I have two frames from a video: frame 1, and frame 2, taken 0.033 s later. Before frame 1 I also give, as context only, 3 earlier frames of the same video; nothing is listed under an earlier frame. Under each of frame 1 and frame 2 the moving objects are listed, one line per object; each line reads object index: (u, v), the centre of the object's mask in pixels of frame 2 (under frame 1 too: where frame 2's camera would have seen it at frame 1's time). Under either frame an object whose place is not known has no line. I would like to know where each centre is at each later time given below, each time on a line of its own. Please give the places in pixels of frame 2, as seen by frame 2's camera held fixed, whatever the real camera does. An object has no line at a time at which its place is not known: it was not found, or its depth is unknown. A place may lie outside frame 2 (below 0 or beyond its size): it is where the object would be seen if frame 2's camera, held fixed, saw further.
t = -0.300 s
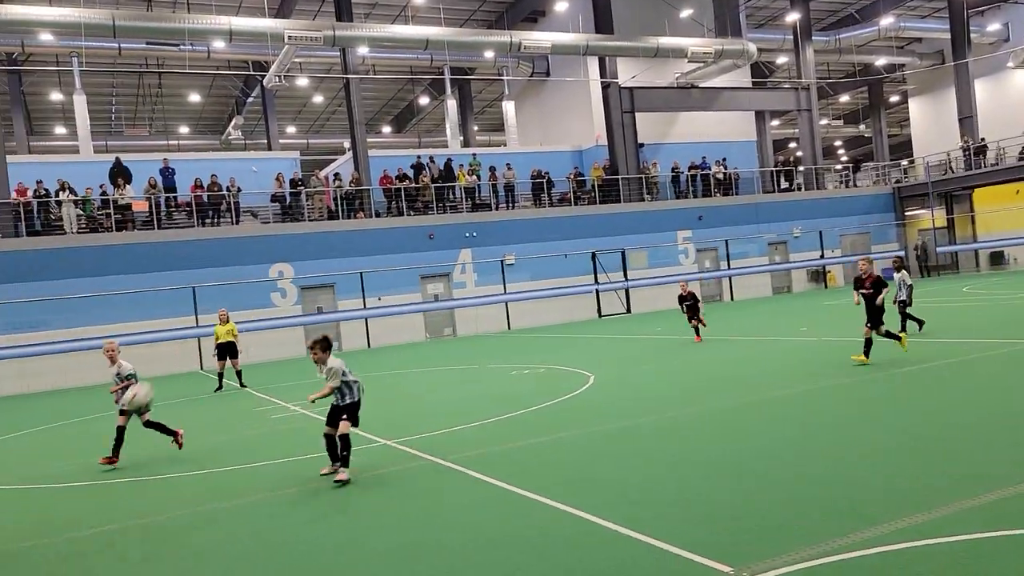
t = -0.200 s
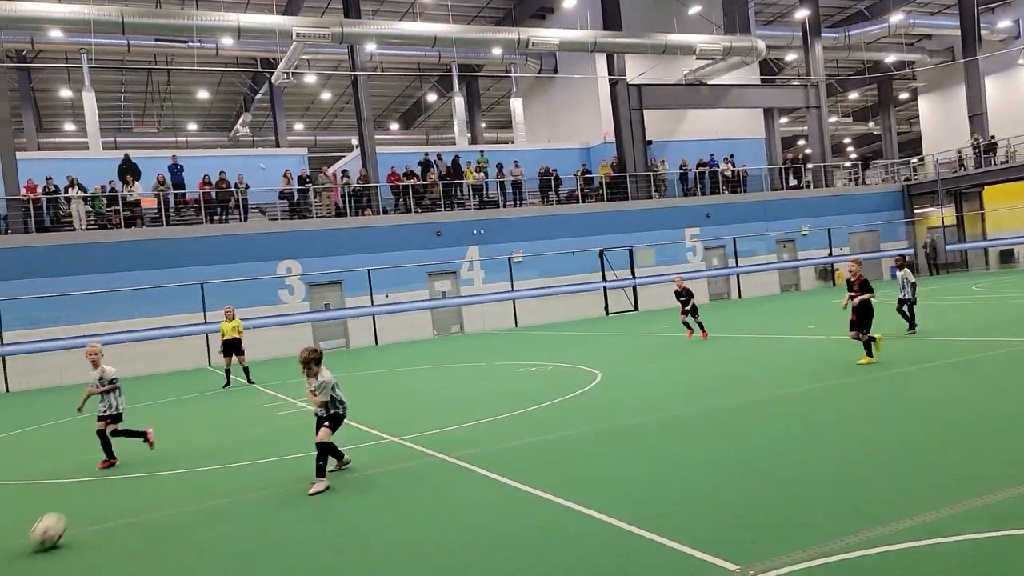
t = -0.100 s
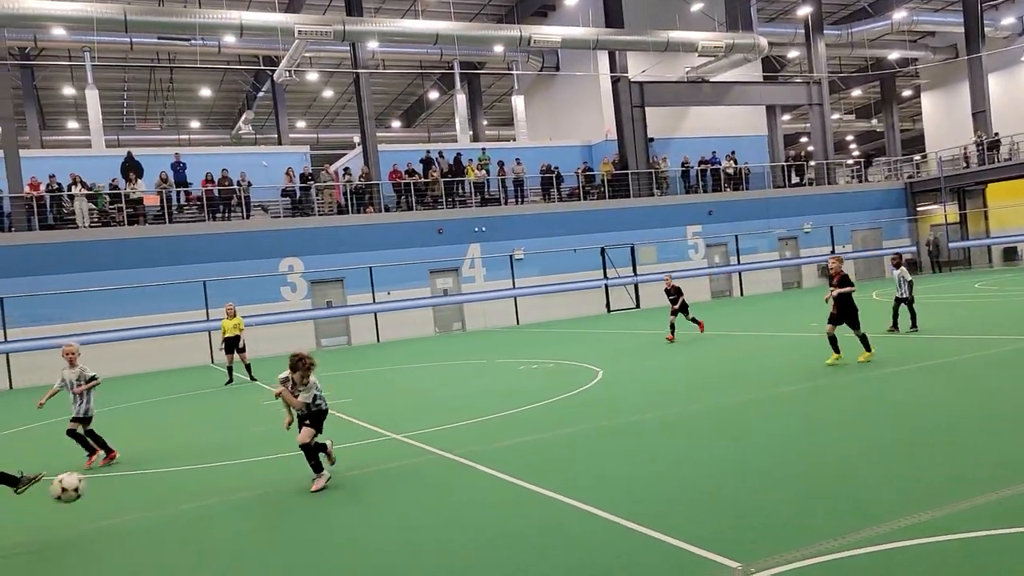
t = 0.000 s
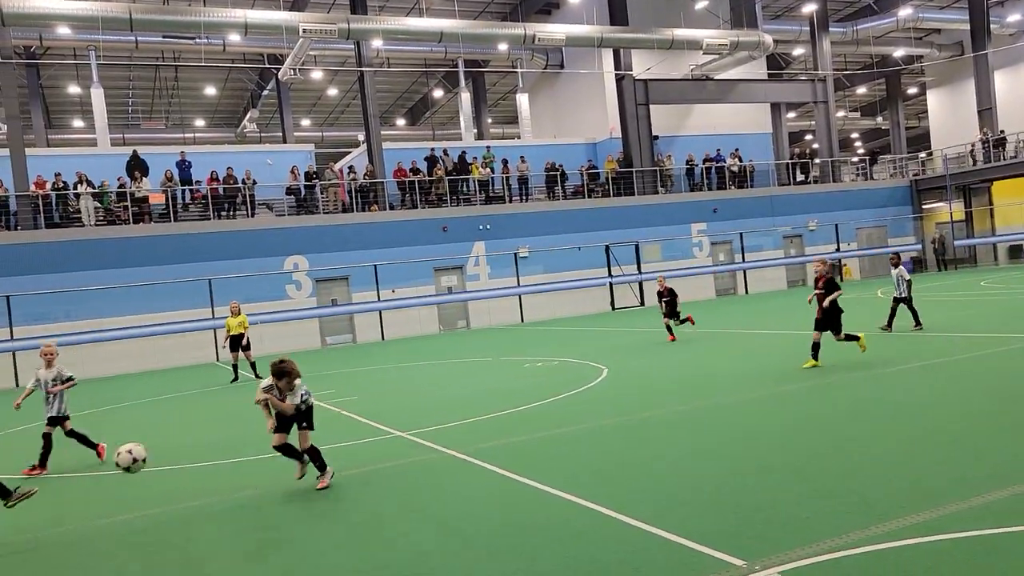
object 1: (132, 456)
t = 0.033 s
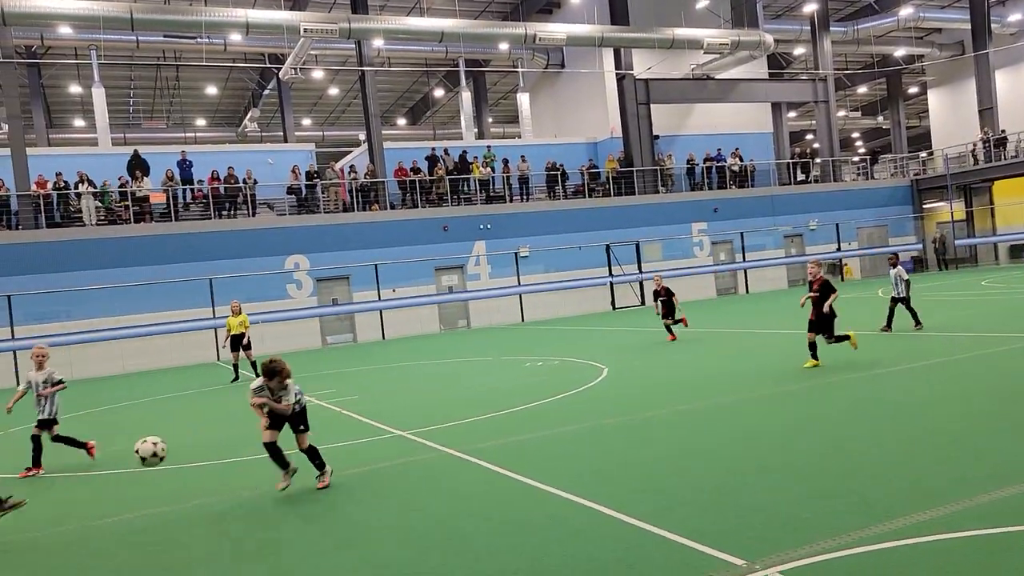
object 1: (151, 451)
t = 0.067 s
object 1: (170, 447)
